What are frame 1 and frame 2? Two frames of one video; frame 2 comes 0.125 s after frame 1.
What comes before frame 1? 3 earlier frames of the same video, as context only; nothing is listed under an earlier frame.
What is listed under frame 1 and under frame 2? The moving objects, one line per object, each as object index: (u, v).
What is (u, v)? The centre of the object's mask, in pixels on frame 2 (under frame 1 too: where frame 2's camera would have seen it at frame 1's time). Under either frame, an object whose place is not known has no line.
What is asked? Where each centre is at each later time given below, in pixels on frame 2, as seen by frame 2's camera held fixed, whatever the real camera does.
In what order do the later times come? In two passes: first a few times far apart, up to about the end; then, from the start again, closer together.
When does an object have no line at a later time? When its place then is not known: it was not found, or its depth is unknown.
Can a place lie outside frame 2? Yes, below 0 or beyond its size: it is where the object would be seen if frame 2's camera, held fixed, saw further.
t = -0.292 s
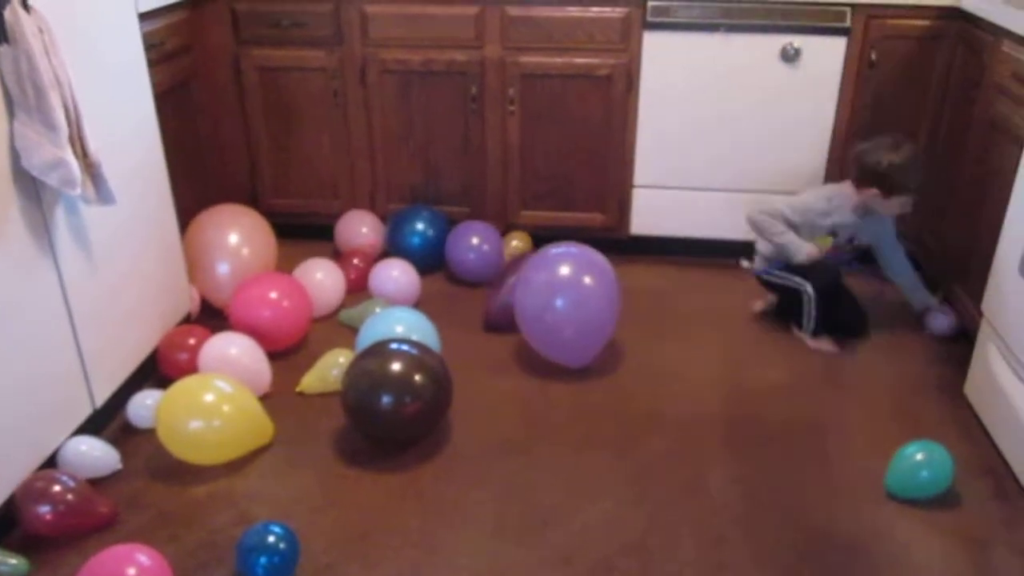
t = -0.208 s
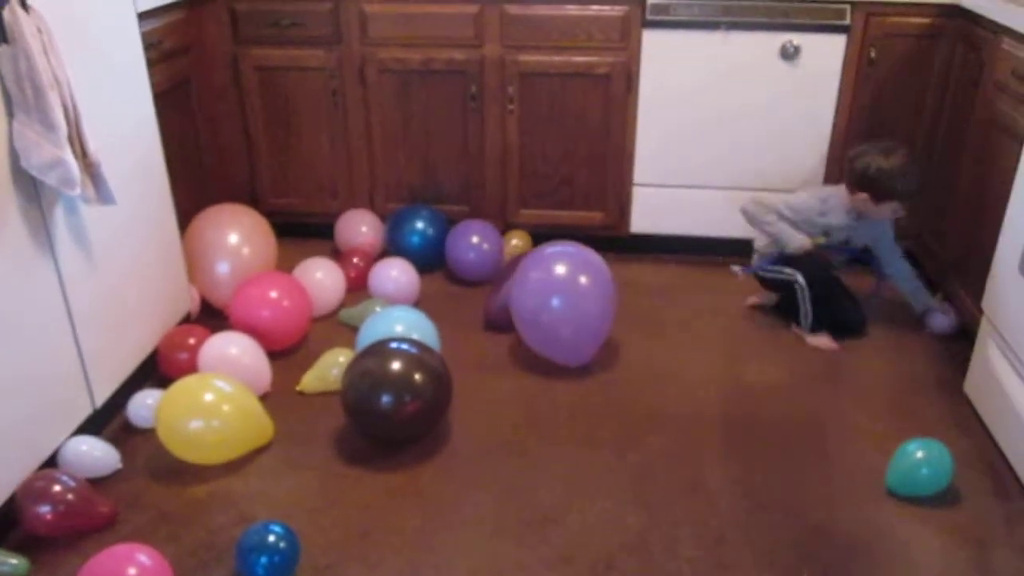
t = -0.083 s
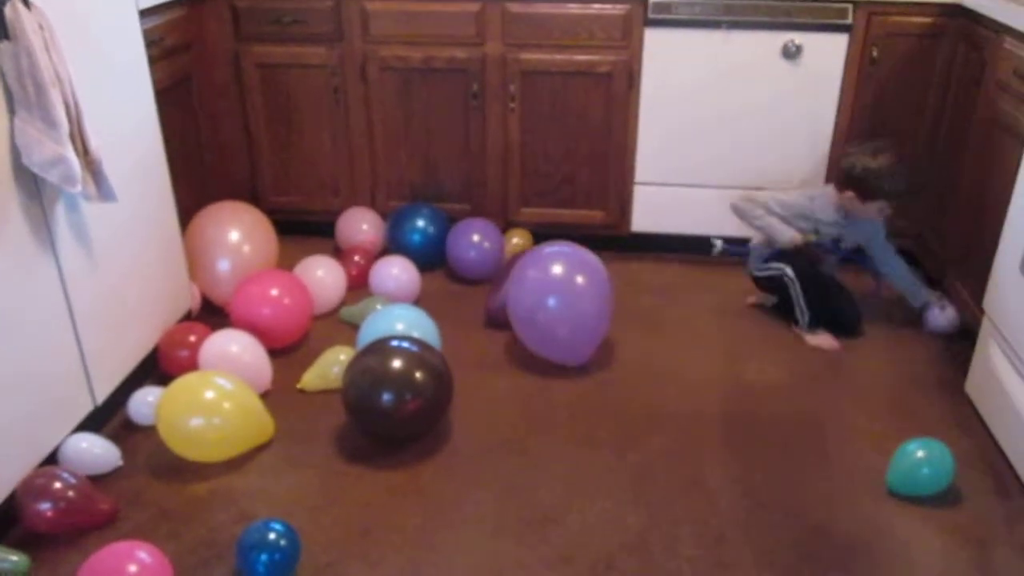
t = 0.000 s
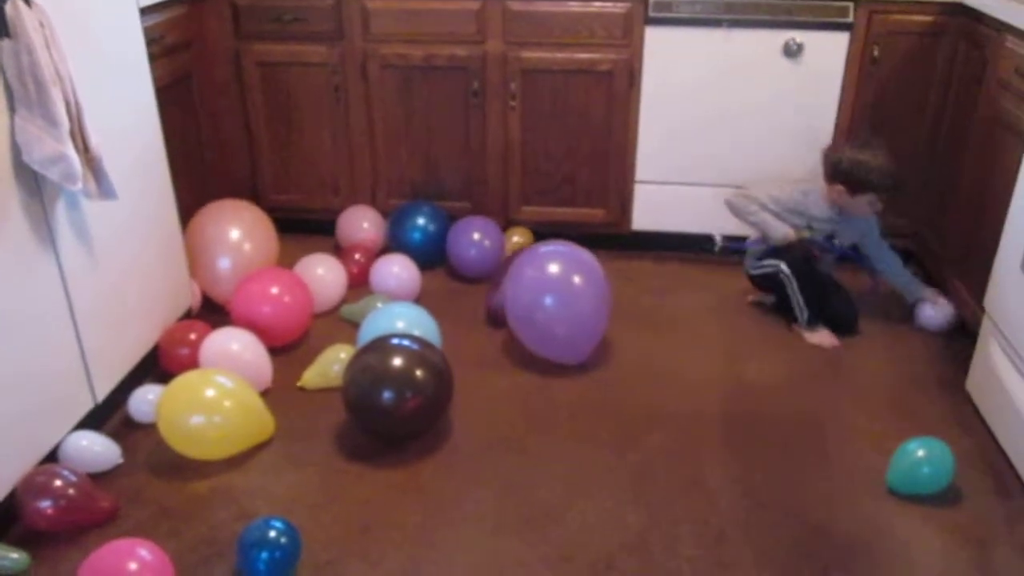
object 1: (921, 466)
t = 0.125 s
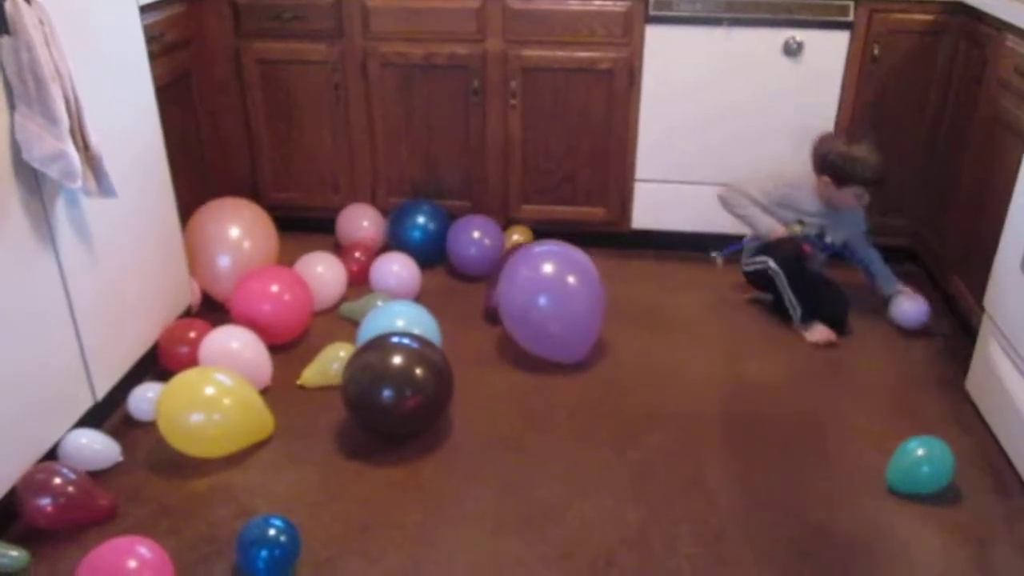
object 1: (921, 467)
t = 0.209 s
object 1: (921, 467)
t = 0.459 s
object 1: (921, 466)
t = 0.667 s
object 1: (921, 466)
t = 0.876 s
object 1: (921, 467)
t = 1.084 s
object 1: (922, 467)
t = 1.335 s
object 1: (926, 472)
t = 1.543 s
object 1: (928, 479)
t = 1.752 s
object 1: (929, 486)
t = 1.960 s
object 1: (925, 488)
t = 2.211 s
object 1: (925, 491)
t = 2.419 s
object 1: (926, 488)
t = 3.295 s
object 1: (928, 473)
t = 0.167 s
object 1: (921, 467)
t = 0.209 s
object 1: (921, 467)
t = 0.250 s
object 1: (921, 467)
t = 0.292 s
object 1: (921, 466)
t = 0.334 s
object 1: (921, 466)
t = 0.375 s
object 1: (921, 466)
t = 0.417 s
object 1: (921, 466)
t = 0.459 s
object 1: (921, 466)
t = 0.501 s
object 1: (921, 466)
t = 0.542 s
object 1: (921, 467)
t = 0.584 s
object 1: (921, 466)
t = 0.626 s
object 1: (921, 466)
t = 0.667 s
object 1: (921, 466)
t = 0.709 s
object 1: (921, 467)
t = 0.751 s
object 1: (921, 467)
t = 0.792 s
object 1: (921, 467)
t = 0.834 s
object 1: (921, 467)
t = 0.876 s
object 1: (921, 467)
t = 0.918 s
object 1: (921, 467)
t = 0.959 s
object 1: (921, 467)
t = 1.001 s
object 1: (921, 467)
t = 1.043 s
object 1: (922, 467)
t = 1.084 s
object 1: (922, 467)
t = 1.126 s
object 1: (923, 469)
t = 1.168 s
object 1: (923, 469)
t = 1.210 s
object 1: (924, 470)
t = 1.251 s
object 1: (924, 470)
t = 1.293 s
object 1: (925, 471)
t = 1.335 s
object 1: (926, 472)
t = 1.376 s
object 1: (926, 474)
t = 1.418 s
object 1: (927, 475)
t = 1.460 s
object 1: (927, 476)
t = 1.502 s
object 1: (927, 477)
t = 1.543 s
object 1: (928, 479)
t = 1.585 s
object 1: (928, 480)
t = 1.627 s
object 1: (928, 482)
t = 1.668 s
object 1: (929, 484)
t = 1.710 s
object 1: (929, 485)
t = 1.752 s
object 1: (929, 486)
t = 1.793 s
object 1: (928, 486)
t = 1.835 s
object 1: (927, 486)
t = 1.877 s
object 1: (926, 487)
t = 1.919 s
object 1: (926, 487)
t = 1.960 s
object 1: (925, 488)
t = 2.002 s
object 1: (925, 488)
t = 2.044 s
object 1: (925, 489)
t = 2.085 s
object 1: (925, 490)
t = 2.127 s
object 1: (925, 490)
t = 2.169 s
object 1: (925, 490)
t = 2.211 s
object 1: (925, 491)
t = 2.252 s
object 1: (924, 490)
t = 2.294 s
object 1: (925, 490)
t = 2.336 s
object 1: (925, 490)
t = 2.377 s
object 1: (926, 489)
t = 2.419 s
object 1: (926, 488)
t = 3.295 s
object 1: (928, 473)
